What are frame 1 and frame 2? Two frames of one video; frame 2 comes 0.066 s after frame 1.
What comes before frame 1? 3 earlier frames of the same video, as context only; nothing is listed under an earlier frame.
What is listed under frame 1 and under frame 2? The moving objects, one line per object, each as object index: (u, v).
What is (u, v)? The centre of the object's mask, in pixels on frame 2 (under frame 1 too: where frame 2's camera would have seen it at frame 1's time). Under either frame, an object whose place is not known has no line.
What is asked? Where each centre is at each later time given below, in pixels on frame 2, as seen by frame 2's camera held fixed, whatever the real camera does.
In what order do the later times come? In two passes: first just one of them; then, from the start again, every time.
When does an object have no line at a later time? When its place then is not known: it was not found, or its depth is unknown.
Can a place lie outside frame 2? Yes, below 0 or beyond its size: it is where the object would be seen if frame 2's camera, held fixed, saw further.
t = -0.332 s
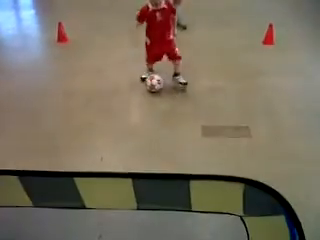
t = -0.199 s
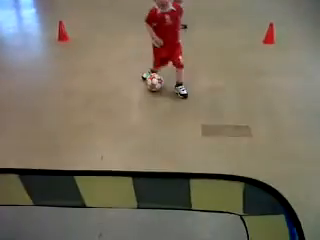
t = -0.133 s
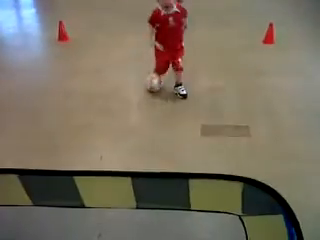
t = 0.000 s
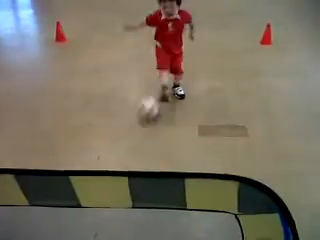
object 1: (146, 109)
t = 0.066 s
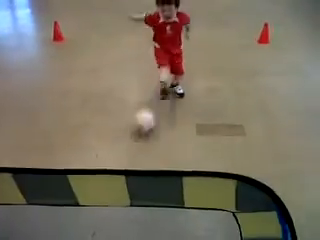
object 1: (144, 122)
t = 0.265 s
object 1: (137, 158)
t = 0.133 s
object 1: (141, 136)
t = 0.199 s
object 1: (139, 151)
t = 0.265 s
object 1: (137, 158)
